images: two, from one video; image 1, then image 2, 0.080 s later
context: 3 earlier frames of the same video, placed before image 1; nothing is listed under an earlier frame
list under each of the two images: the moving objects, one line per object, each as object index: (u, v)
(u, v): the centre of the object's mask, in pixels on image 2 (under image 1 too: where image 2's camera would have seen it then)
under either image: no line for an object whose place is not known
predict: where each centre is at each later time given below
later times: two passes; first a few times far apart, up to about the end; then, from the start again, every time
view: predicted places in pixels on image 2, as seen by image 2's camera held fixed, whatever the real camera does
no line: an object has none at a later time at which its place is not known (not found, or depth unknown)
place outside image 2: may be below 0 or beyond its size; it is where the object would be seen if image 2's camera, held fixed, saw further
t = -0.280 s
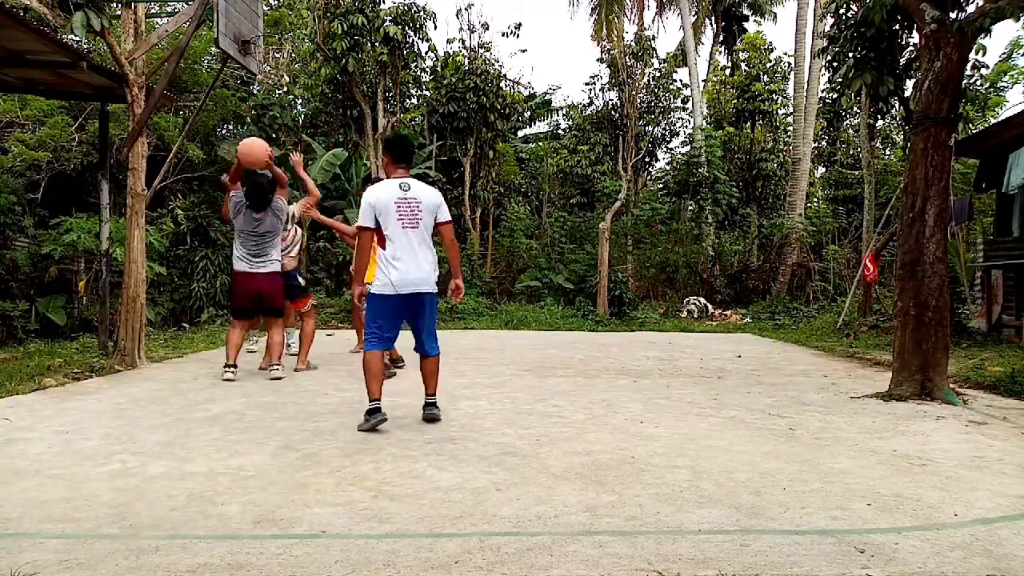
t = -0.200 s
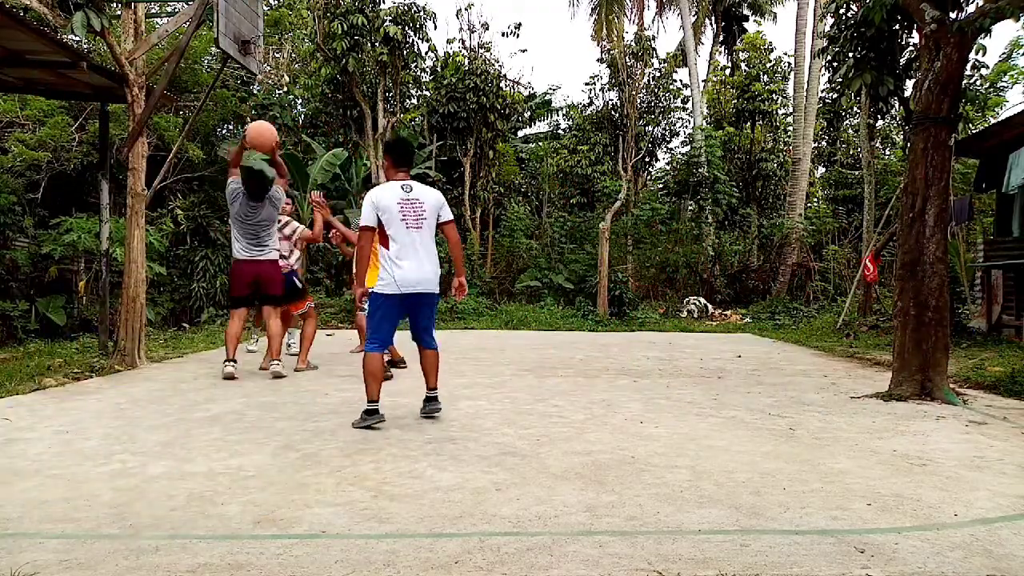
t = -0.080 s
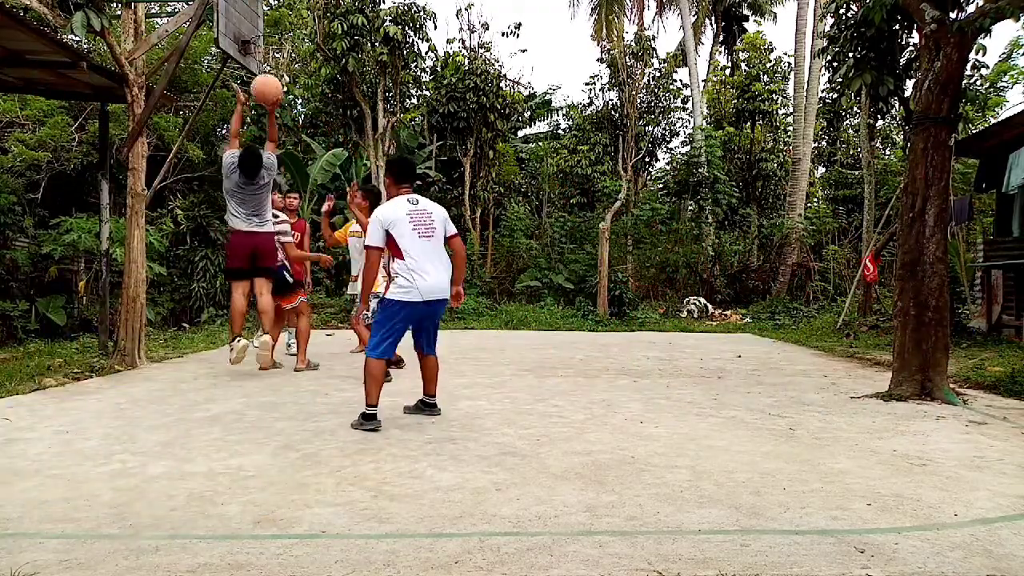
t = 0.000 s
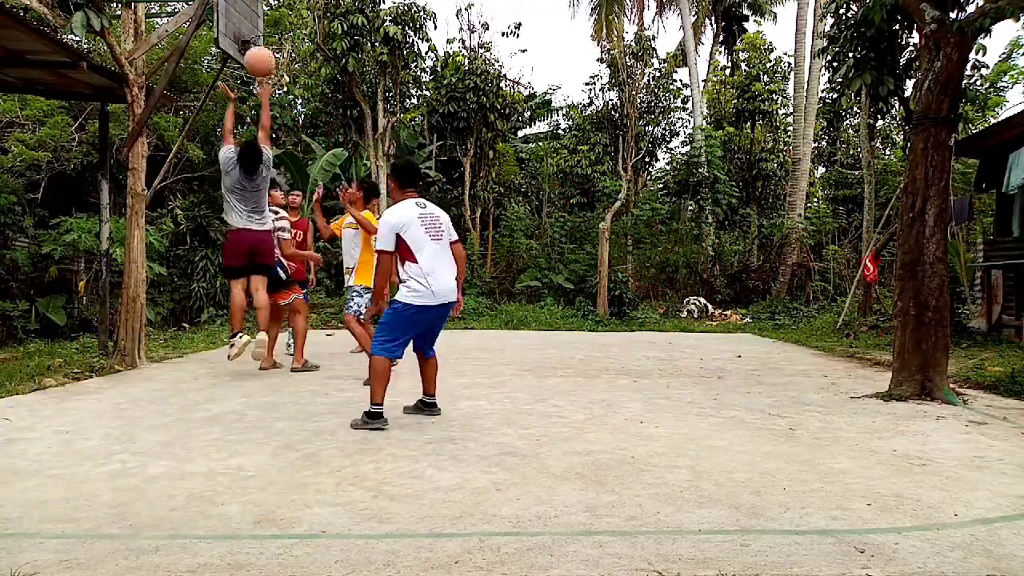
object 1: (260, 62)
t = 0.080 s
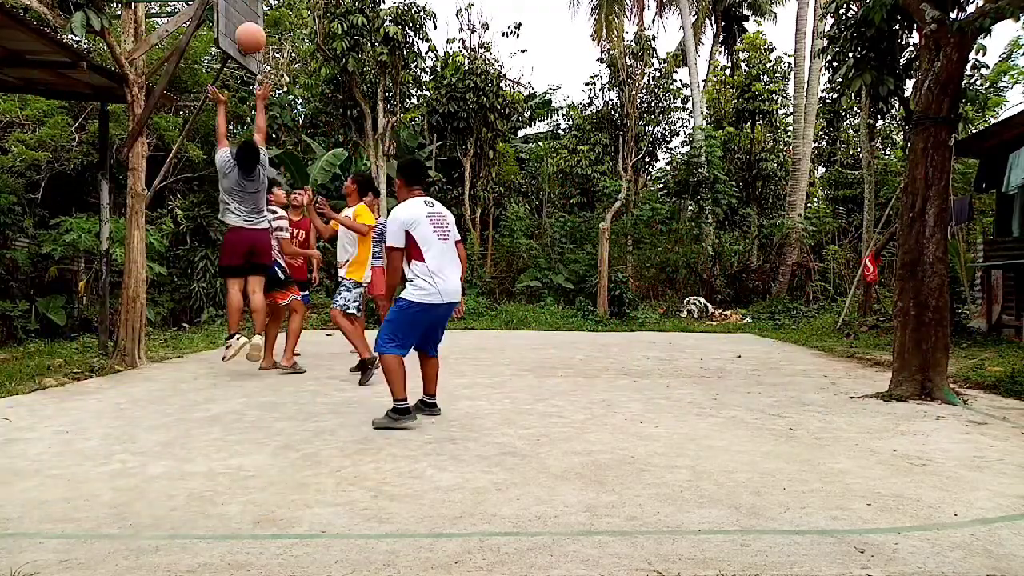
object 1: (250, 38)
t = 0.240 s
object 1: (244, 11)
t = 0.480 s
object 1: (277, 22)
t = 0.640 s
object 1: (291, 46)
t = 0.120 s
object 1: (242, 19)
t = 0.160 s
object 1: (238, 13)
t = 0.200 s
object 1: (237, 11)
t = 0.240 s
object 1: (244, 11)
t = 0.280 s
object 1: (250, 11)
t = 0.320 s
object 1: (256, 12)
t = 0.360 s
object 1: (268, 20)
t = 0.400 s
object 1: (271, 21)
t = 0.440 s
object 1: (275, 21)
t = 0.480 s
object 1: (277, 22)
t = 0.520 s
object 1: (280, 24)
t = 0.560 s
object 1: (285, 32)
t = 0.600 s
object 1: (288, 38)
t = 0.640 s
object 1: (291, 46)
